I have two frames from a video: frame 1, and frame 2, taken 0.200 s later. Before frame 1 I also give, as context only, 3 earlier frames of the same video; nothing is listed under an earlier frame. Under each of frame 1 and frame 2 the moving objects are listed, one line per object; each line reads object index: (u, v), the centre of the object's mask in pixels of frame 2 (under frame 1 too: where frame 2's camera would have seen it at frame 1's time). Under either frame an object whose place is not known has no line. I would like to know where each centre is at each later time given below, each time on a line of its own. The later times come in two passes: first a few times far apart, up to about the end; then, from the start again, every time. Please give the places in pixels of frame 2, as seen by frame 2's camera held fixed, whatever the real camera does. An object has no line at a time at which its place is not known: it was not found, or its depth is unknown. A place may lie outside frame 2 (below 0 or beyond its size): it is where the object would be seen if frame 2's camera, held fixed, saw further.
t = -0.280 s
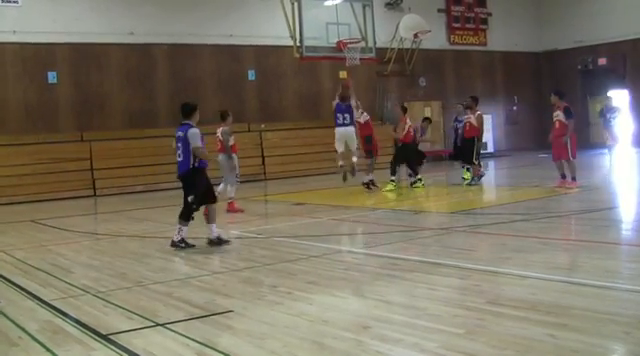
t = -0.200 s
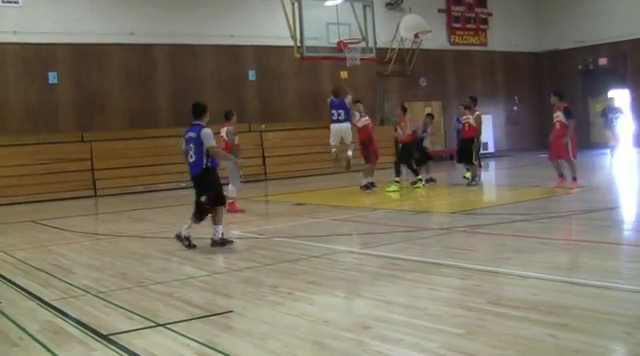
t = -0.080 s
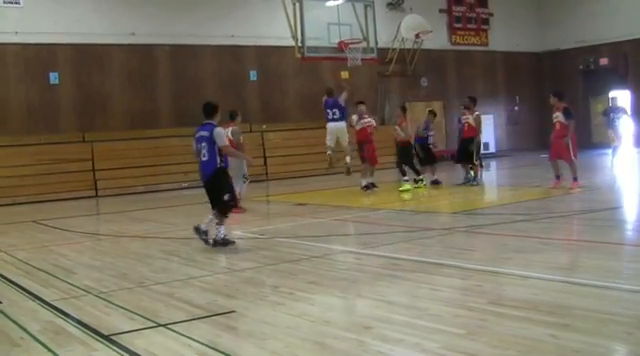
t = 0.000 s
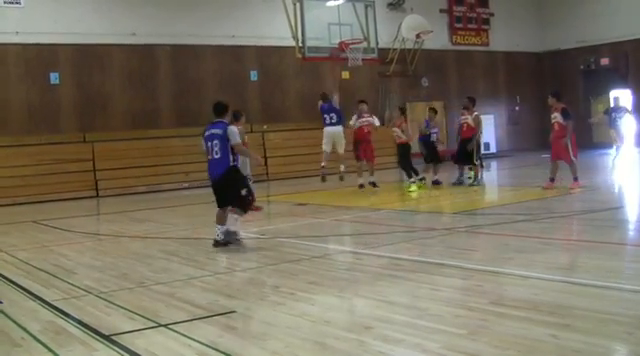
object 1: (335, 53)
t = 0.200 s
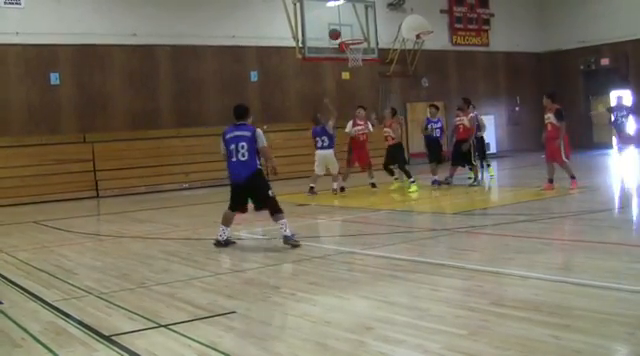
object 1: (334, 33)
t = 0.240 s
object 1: (334, 32)
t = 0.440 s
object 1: (338, 34)
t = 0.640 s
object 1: (340, 31)
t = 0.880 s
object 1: (341, 33)
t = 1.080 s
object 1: (341, 35)
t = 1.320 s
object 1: (343, 35)
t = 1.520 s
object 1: (349, 36)
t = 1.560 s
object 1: (350, 38)
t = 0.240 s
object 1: (334, 32)
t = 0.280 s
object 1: (334, 31)
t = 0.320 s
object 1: (334, 30)
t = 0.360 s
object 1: (334, 30)
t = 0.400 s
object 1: (335, 31)
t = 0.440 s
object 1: (338, 34)
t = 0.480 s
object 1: (339, 36)
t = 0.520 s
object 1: (340, 35)
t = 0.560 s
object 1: (340, 33)
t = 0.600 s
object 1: (340, 32)
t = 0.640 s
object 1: (340, 31)
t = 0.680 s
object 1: (340, 31)
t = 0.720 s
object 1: (340, 31)
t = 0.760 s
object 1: (340, 33)
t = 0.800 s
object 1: (341, 34)
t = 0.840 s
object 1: (341, 34)
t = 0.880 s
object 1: (341, 33)
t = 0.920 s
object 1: (341, 32)
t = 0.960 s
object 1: (341, 32)
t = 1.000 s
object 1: (341, 32)
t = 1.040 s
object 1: (341, 34)
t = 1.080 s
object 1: (341, 35)
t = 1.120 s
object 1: (341, 34)
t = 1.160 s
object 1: (341, 33)
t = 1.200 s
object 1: (342, 33)
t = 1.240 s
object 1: (342, 33)
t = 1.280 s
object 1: (342, 34)
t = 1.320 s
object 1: (343, 35)
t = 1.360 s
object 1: (343, 35)
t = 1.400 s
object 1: (345, 35)
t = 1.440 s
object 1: (346, 35)
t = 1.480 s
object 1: (348, 35)
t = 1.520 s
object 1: (349, 36)
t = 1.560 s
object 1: (350, 38)
